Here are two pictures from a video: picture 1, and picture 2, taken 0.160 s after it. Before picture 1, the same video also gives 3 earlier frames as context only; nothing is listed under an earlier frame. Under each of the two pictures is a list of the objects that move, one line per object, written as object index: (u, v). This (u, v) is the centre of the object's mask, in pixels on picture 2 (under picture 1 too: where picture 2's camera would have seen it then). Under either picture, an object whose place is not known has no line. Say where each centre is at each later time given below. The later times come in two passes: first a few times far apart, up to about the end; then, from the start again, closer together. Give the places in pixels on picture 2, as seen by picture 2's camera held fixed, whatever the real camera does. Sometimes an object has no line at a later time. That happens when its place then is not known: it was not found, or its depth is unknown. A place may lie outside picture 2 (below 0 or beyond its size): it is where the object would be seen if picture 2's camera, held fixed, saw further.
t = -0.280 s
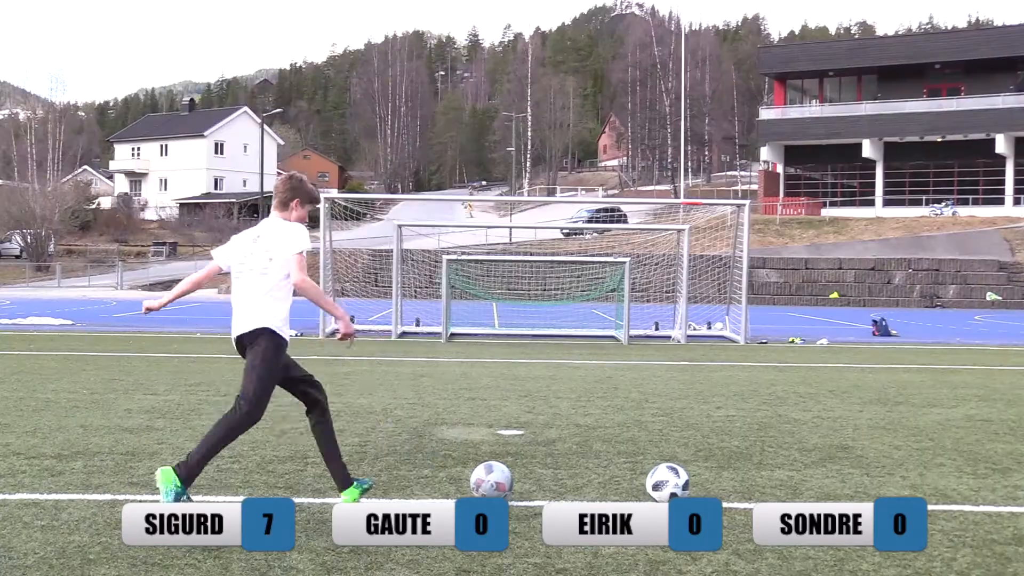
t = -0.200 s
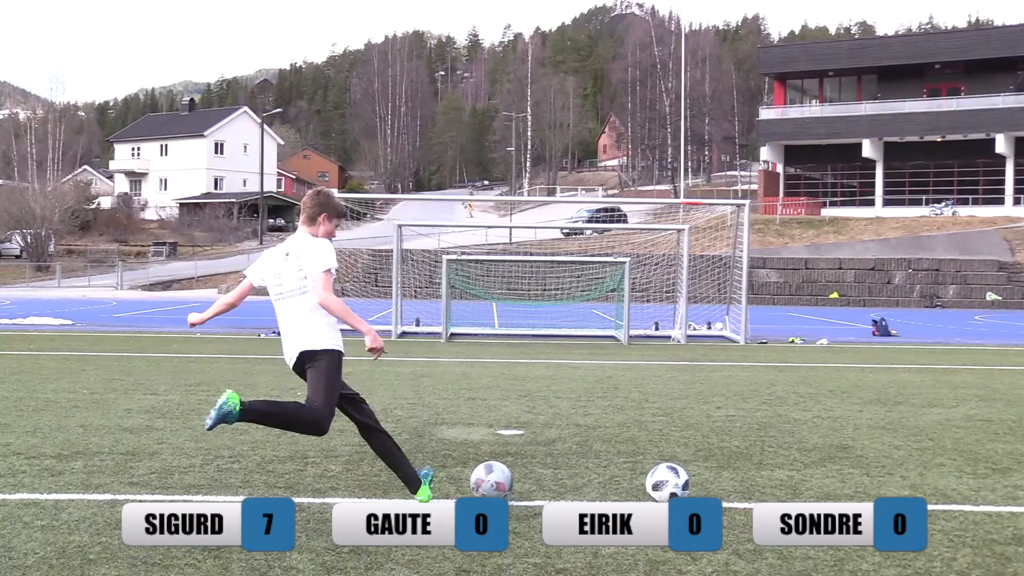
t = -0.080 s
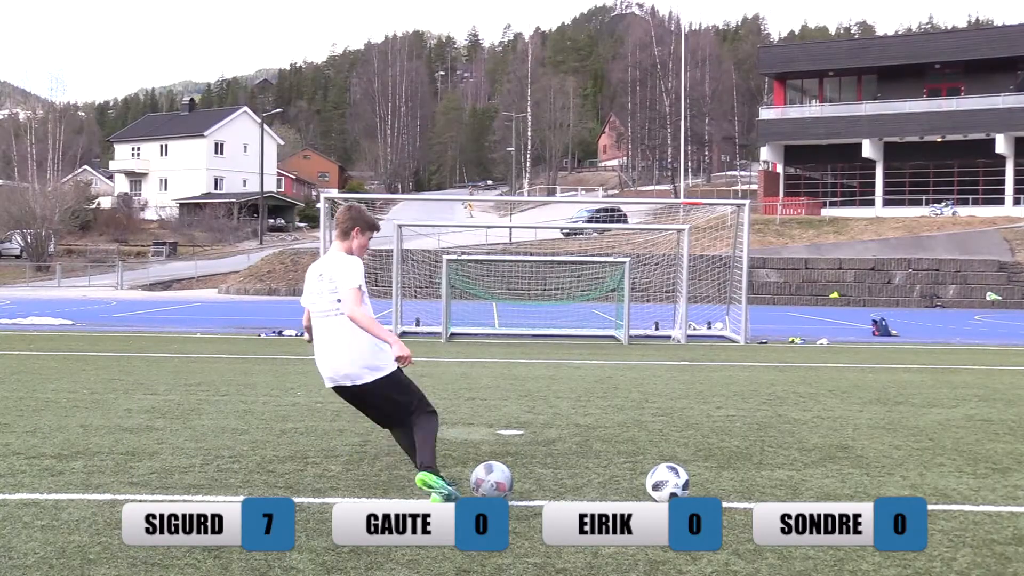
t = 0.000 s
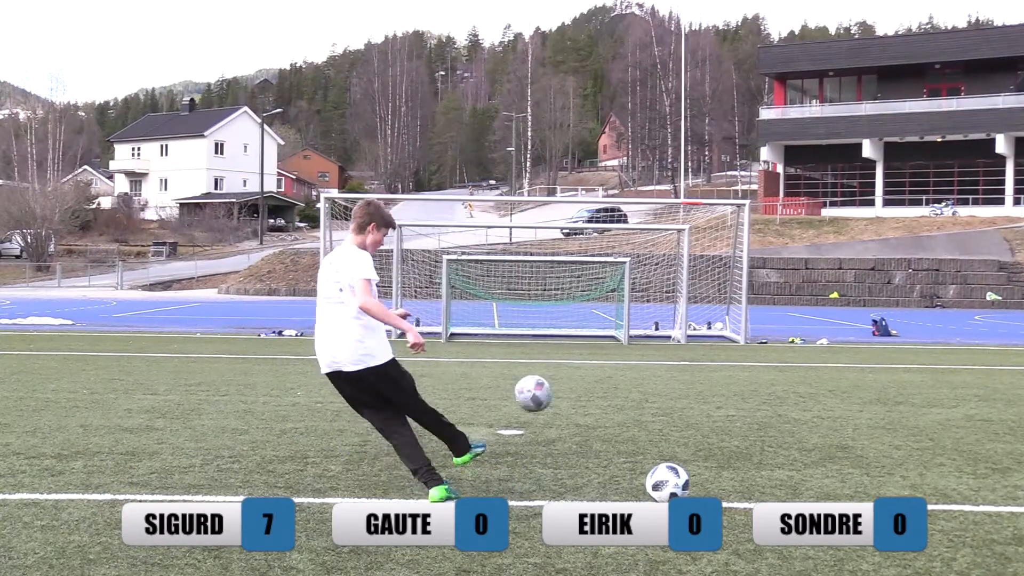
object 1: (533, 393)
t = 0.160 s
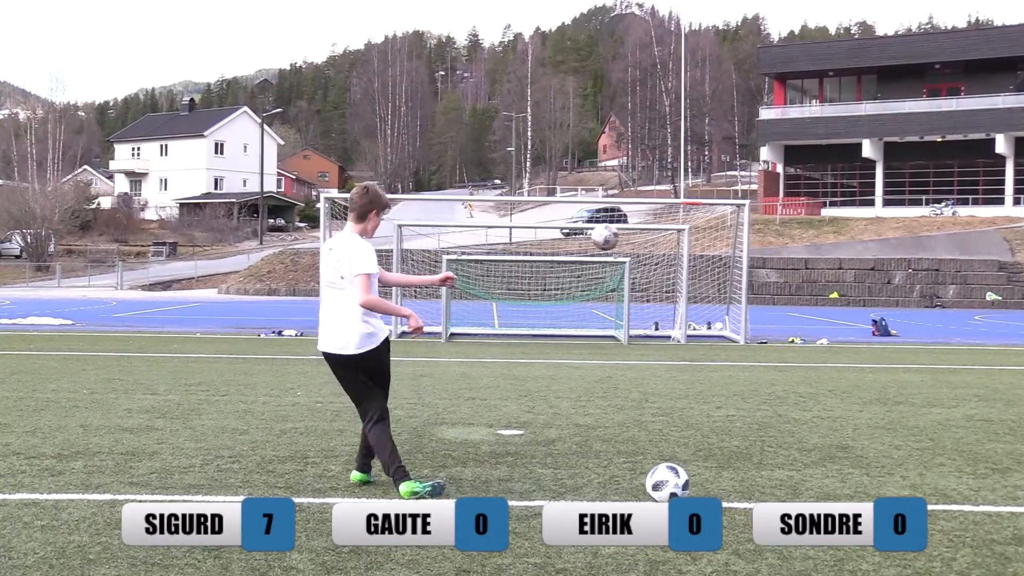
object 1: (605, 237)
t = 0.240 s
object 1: (625, 193)
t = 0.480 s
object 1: (661, 129)
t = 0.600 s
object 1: (672, 120)
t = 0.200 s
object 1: (616, 213)
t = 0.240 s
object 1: (625, 193)
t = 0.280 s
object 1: (633, 177)
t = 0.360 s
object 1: (647, 152)
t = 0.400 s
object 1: (652, 144)
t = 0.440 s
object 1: (656, 135)
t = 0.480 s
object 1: (661, 129)
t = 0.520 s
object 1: (666, 126)
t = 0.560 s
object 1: (669, 122)
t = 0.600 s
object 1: (672, 120)
